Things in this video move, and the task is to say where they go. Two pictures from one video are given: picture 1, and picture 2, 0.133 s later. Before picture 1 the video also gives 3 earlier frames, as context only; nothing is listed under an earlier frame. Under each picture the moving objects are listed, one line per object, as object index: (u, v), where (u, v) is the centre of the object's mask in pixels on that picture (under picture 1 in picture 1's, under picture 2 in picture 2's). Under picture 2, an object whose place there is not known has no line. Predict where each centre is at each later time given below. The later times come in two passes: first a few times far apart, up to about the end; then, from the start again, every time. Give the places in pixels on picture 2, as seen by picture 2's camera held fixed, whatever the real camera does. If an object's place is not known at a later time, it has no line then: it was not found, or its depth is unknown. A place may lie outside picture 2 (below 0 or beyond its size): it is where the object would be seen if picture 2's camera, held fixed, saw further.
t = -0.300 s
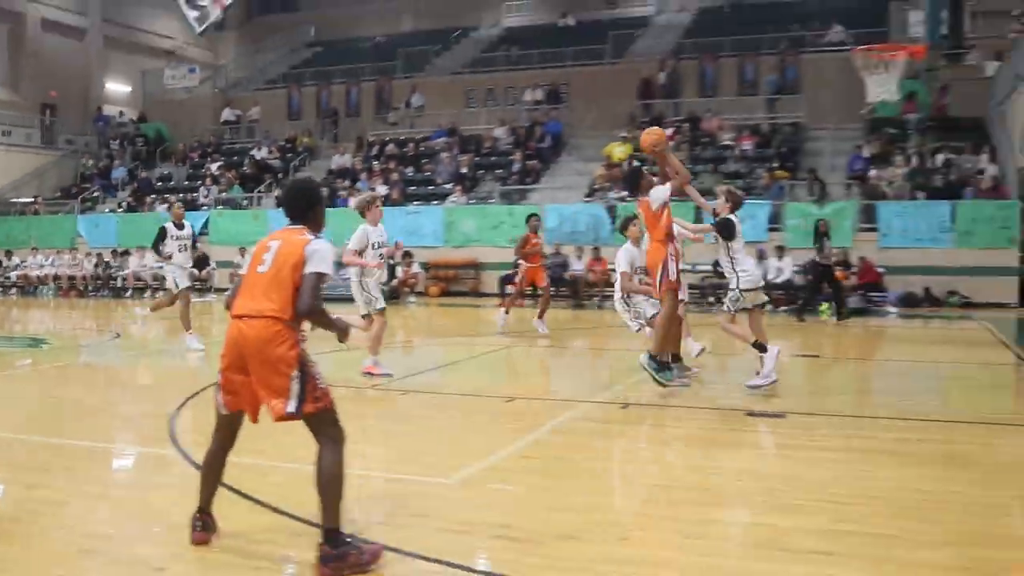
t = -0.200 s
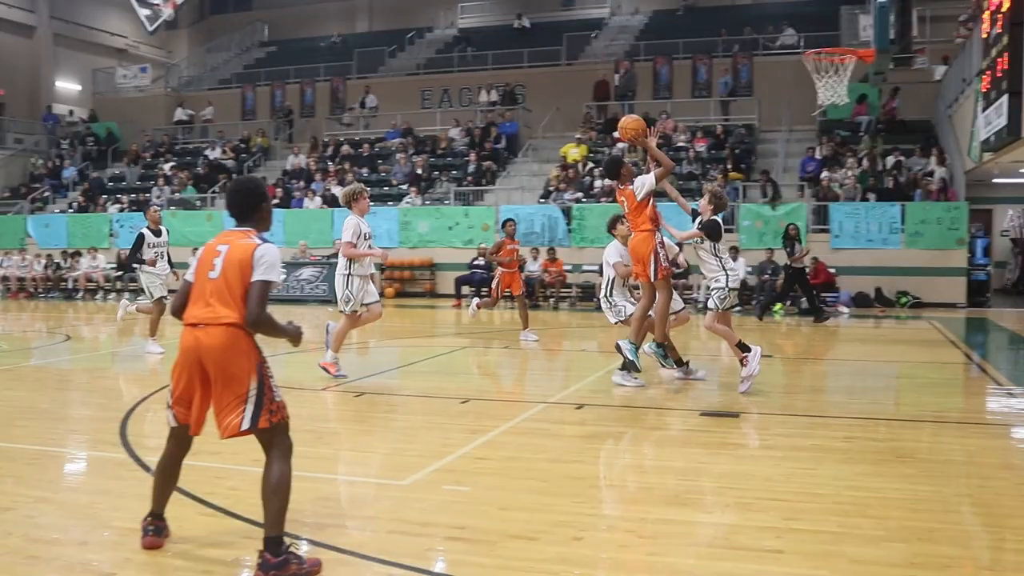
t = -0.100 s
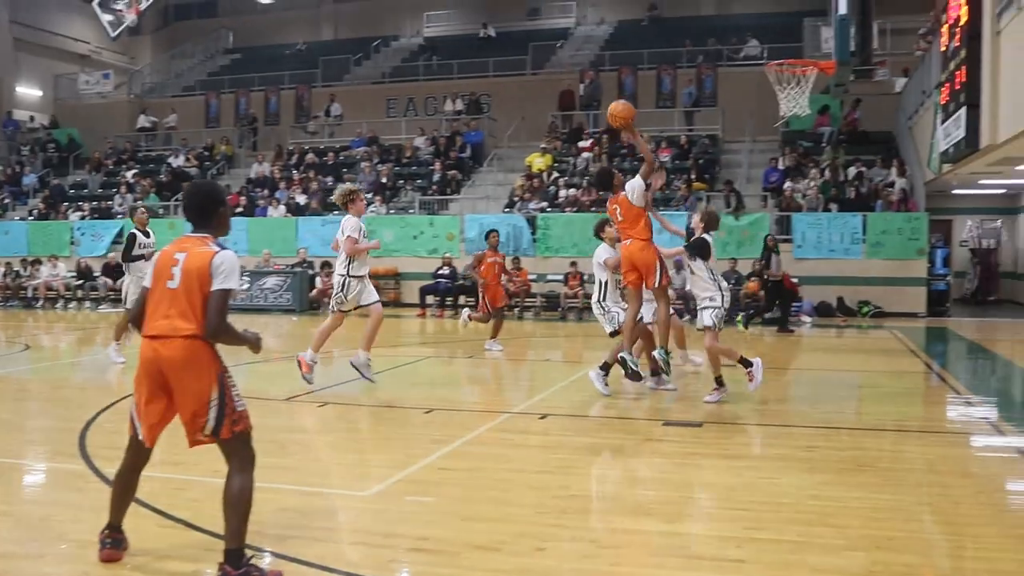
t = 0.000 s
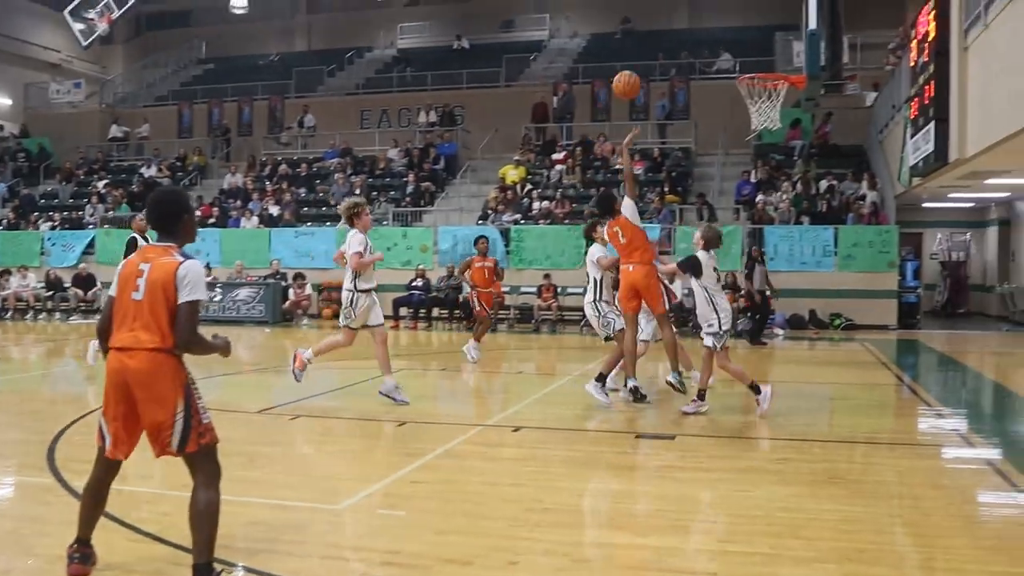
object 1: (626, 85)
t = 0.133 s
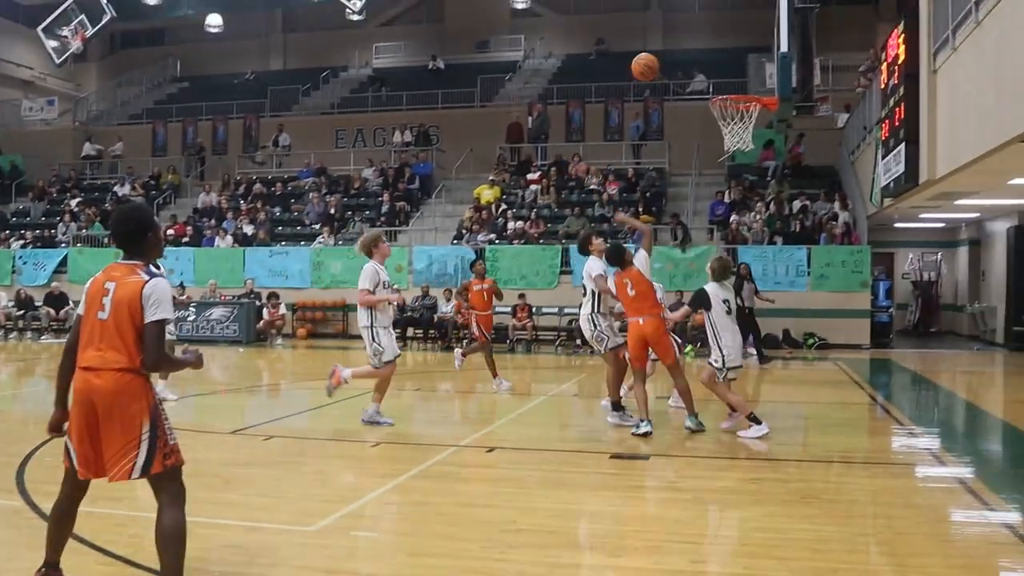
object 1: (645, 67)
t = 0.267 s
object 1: (684, 51)
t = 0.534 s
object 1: (763, 70)
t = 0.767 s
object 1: (716, 87)
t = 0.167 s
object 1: (654, 61)
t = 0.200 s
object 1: (664, 57)
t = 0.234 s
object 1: (674, 53)
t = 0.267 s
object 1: (684, 51)
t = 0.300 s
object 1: (695, 50)
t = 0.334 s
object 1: (706, 49)
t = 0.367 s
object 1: (716, 50)
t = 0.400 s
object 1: (727, 52)
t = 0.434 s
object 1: (737, 55)
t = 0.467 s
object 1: (747, 59)
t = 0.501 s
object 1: (758, 64)
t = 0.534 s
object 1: (763, 70)
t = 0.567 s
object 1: (756, 77)
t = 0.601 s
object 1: (749, 83)
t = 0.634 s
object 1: (741, 85)
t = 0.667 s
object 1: (734, 86)
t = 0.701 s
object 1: (727, 87)
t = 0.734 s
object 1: (720, 89)
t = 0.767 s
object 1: (716, 87)
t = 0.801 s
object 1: (714, 85)
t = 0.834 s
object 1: (712, 83)
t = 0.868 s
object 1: (710, 81)
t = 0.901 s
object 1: (707, 81)
